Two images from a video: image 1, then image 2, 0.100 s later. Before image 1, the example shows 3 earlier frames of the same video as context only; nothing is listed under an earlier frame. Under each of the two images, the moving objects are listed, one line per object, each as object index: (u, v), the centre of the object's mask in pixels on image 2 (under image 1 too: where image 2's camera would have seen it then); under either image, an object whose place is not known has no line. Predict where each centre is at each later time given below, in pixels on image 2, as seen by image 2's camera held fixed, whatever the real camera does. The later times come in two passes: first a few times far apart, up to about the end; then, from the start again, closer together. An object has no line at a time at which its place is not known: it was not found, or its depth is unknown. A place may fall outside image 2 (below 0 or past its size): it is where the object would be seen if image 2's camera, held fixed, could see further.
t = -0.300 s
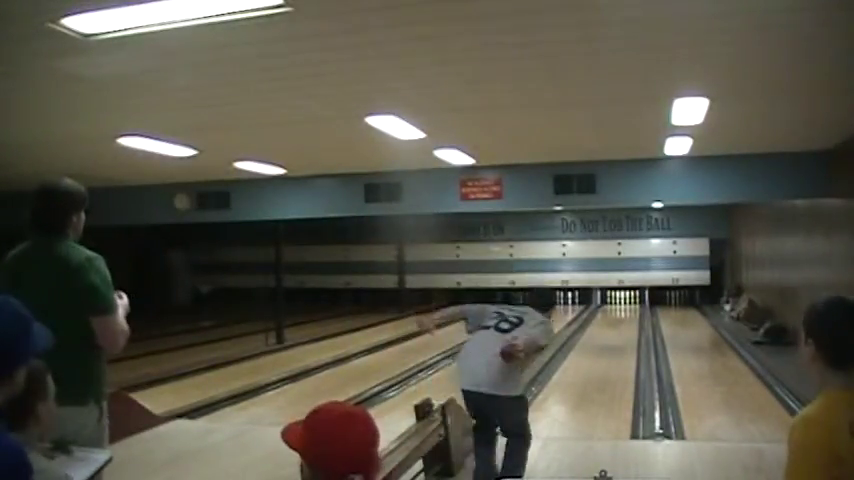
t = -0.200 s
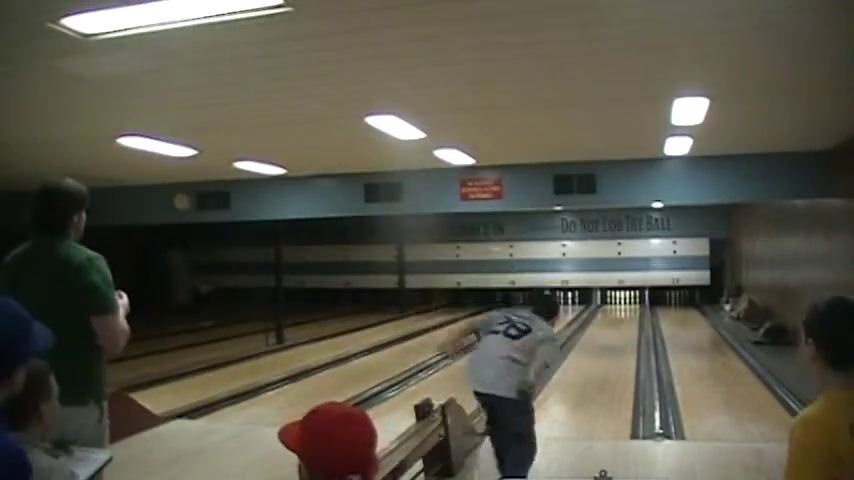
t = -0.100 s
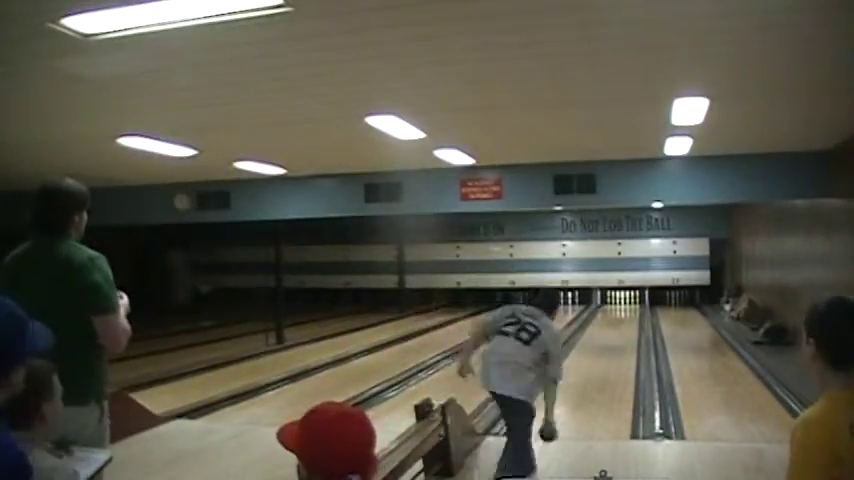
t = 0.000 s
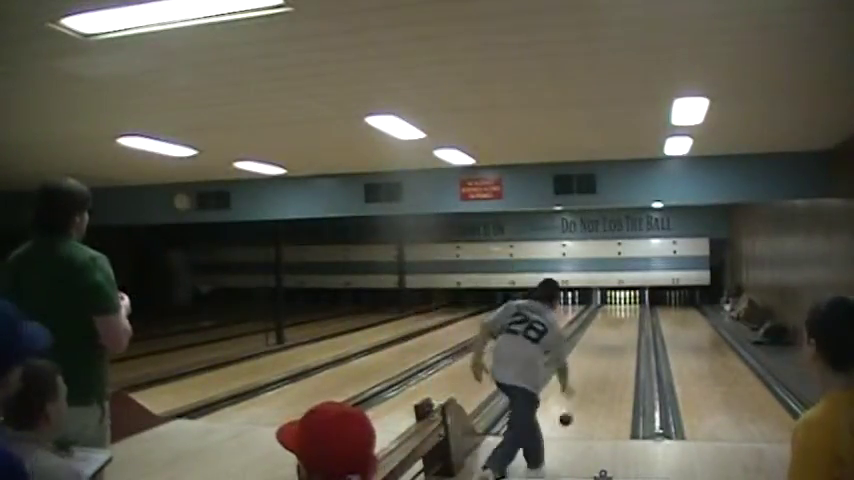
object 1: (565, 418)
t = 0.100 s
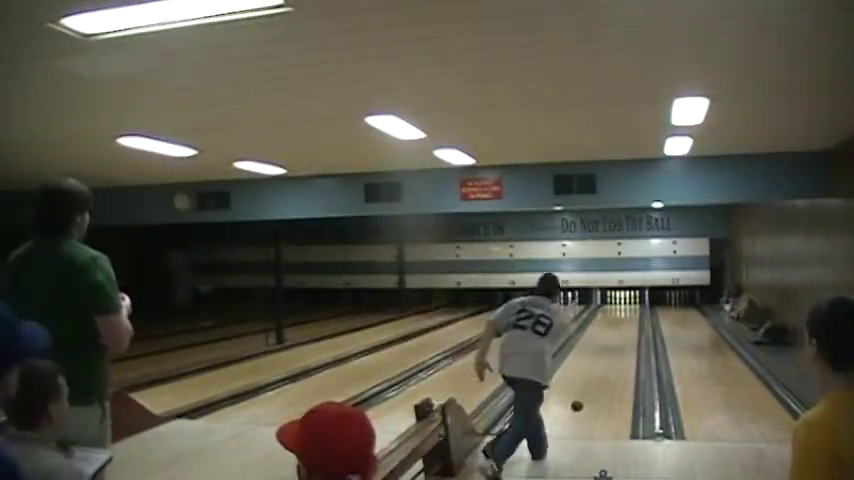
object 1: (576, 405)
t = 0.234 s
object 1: (587, 388)
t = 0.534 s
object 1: (602, 355)
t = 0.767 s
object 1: (609, 338)
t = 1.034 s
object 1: (614, 325)
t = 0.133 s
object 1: (579, 403)
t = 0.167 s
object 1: (582, 403)
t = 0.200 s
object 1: (585, 395)
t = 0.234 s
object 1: (587, 388)
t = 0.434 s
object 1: (599, 364)
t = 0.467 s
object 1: (600, 361)
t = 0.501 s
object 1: (601, 359)
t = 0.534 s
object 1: (602, 355)
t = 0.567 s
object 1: (603, 353)
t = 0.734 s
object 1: (608, 340)
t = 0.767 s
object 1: (609, 338)
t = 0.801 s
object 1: (609, 337)
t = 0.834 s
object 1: (610, 335)
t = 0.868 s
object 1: (611, 333)
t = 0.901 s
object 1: (612, 331)
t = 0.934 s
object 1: (613, 330)
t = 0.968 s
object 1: (612, 330)
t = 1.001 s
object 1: (613, 327)
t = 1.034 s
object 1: (614, 325)
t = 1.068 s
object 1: (614, 323)
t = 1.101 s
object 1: (614, 322)
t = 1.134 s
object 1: (614, 321)
